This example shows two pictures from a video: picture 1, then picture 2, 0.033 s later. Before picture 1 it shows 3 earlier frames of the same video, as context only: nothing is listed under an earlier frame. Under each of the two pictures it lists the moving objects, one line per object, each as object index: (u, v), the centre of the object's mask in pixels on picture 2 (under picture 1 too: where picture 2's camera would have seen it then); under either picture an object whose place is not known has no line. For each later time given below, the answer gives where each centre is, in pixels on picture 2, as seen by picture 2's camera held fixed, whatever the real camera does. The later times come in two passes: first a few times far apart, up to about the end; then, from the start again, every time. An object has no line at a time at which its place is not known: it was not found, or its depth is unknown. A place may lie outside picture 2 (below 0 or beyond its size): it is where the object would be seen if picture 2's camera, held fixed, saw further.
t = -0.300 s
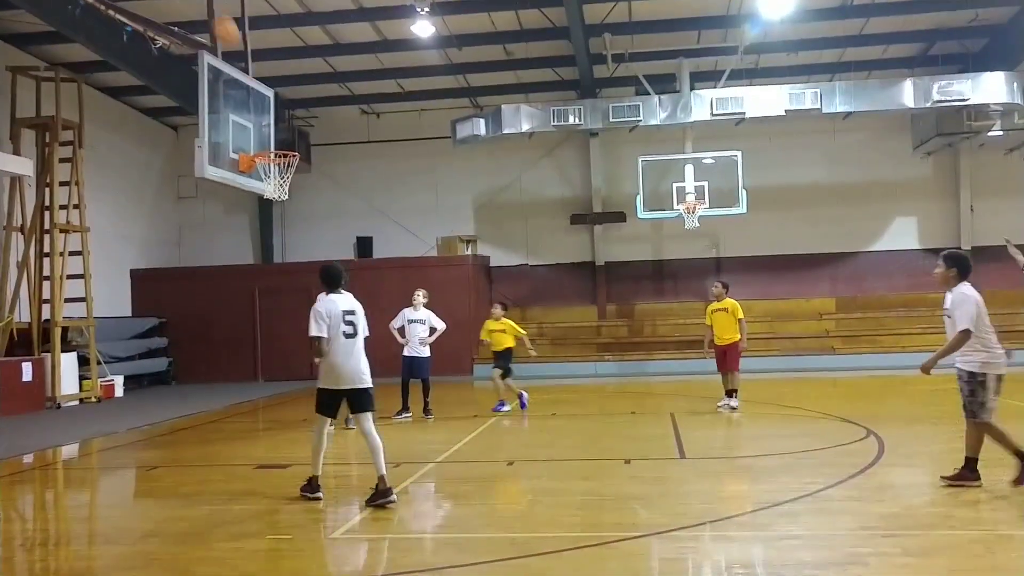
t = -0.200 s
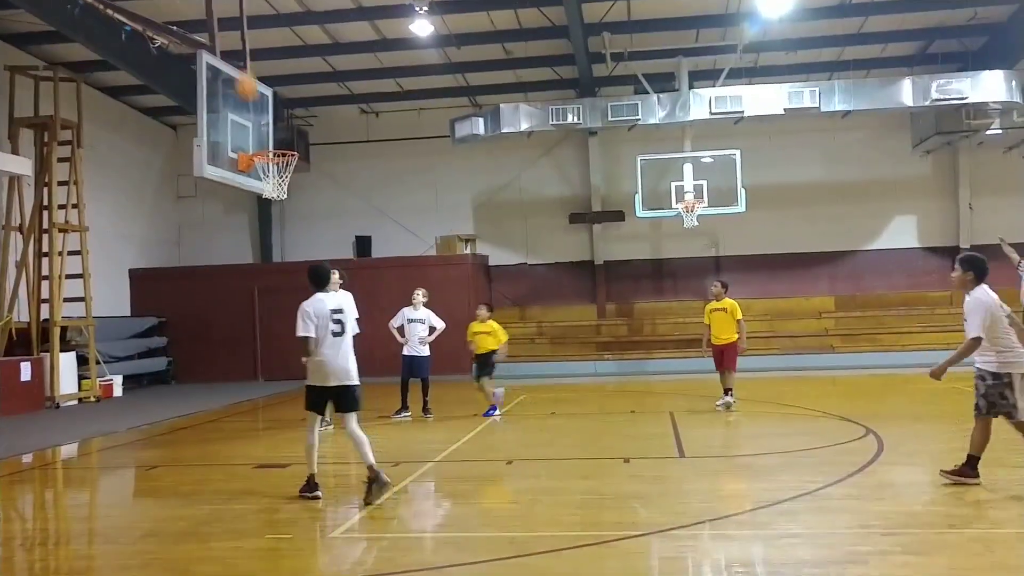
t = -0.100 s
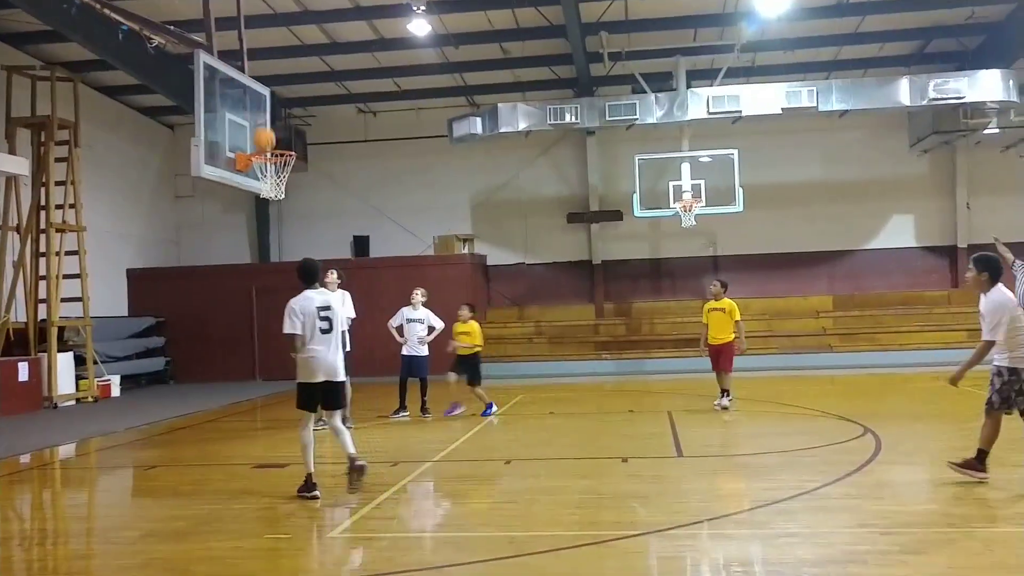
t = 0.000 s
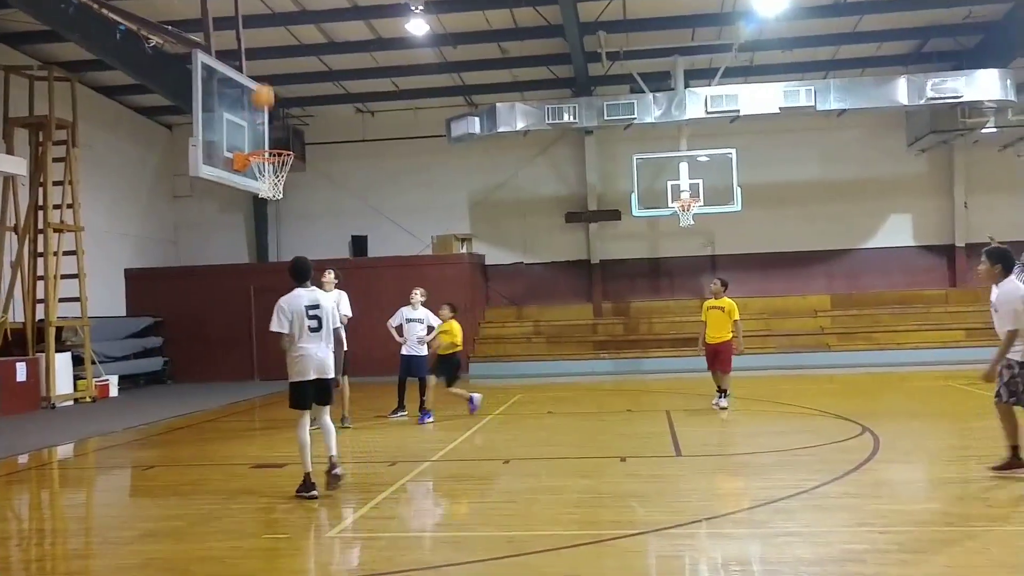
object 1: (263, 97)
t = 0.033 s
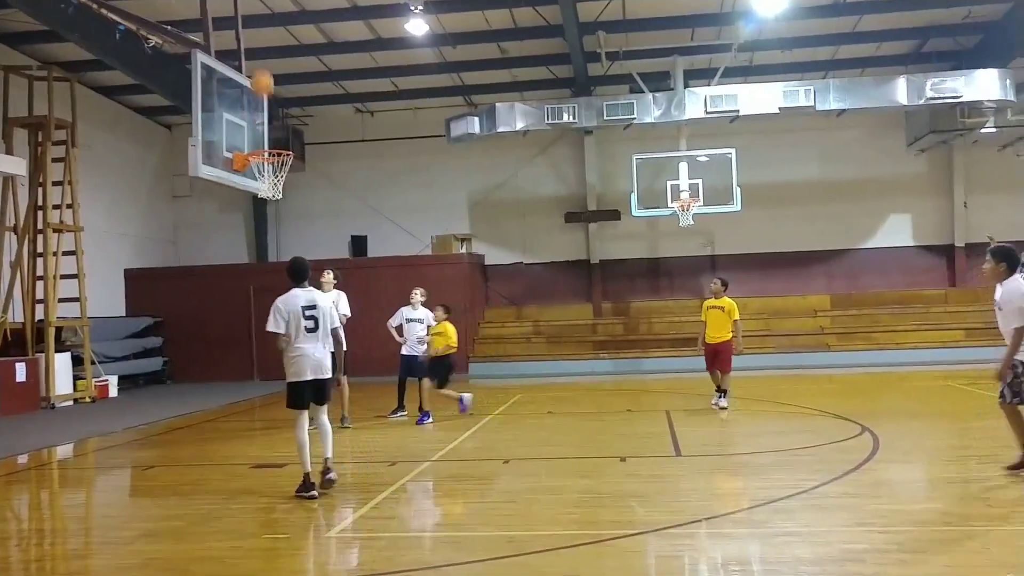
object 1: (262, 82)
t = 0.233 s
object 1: (264, 26)
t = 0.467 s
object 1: (269, 11)
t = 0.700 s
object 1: (276, 37)
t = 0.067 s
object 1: (263, 72)
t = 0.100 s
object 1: (263, 59)
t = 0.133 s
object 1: (263, 49)
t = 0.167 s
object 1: (264, 42)
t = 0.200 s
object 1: (264, 33)
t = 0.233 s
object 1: (264, 26)
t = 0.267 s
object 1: (265, 20)
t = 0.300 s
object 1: (265, 15)
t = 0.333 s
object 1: (267, 13)
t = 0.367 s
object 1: (267, 12)
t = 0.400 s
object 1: (267, 11)
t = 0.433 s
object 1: (268, 11)
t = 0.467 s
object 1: (269, 11)
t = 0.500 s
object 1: (269, 12)
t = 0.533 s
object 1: (271, 13)
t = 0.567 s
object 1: (272, 15)
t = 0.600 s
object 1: (273, 18)
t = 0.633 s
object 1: (275, 20)
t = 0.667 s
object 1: (276, 28)
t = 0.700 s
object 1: (276, 37)
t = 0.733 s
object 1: (278, 46)
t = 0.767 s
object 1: (279, 55)
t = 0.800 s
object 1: (280, 68)
